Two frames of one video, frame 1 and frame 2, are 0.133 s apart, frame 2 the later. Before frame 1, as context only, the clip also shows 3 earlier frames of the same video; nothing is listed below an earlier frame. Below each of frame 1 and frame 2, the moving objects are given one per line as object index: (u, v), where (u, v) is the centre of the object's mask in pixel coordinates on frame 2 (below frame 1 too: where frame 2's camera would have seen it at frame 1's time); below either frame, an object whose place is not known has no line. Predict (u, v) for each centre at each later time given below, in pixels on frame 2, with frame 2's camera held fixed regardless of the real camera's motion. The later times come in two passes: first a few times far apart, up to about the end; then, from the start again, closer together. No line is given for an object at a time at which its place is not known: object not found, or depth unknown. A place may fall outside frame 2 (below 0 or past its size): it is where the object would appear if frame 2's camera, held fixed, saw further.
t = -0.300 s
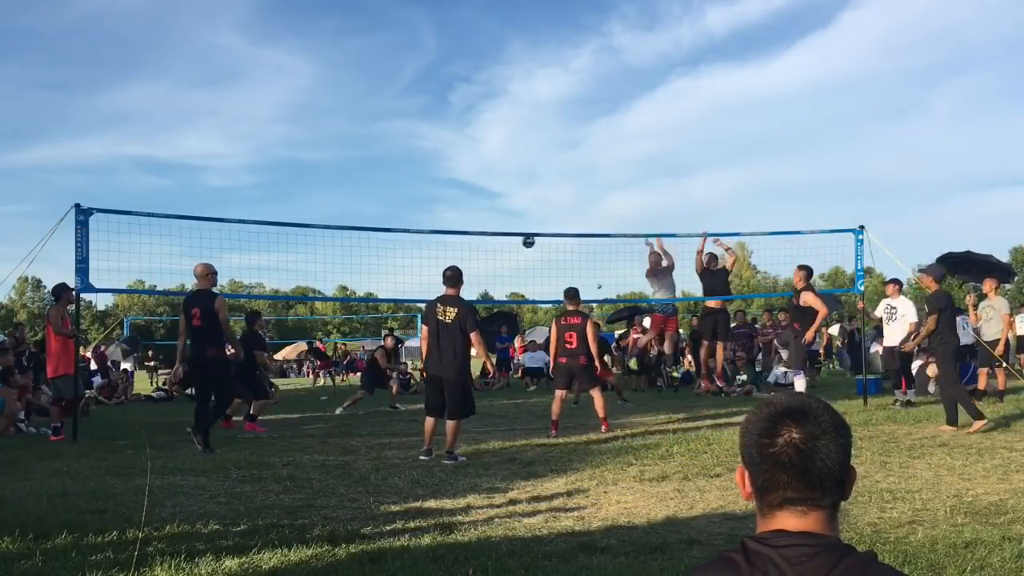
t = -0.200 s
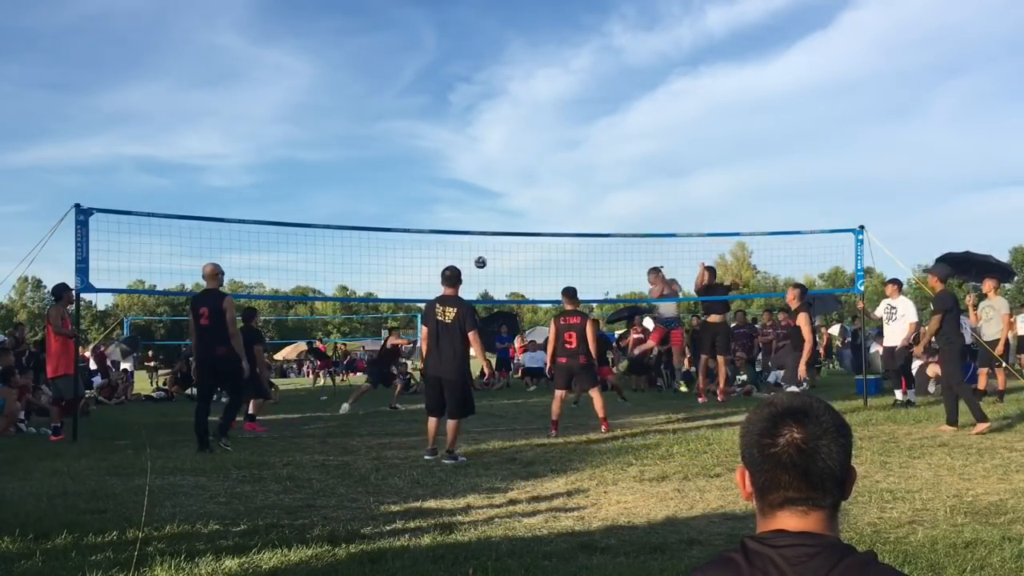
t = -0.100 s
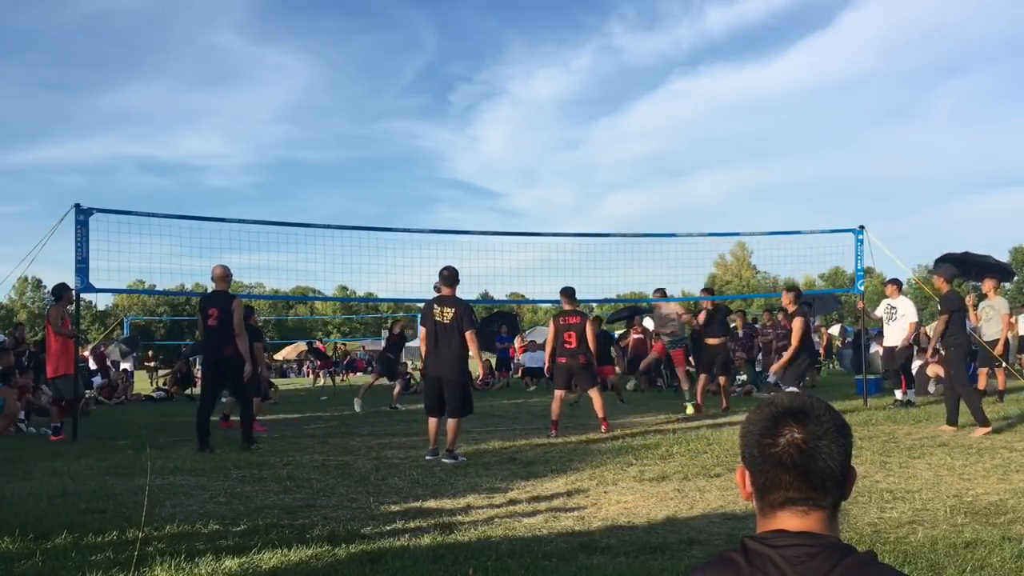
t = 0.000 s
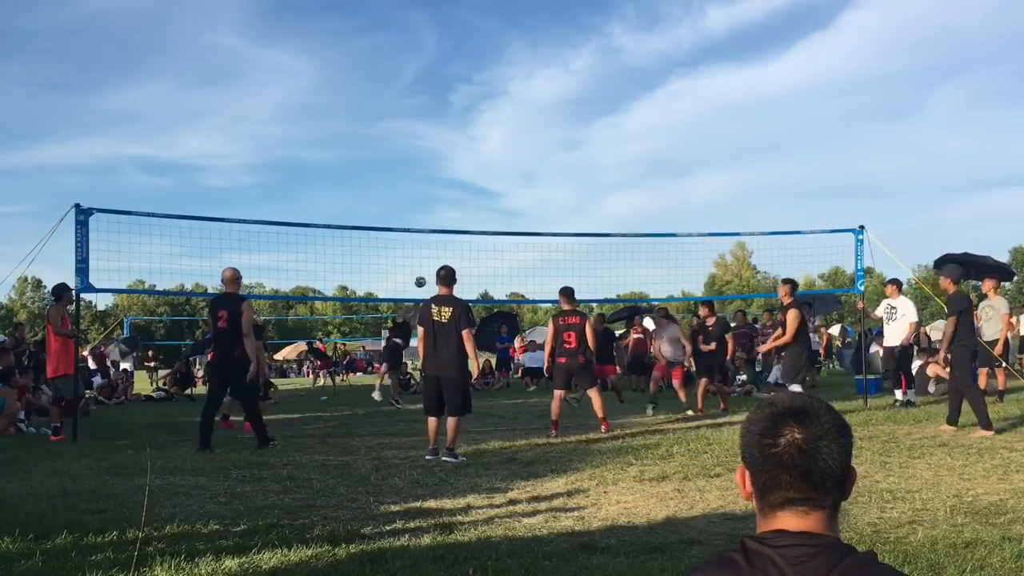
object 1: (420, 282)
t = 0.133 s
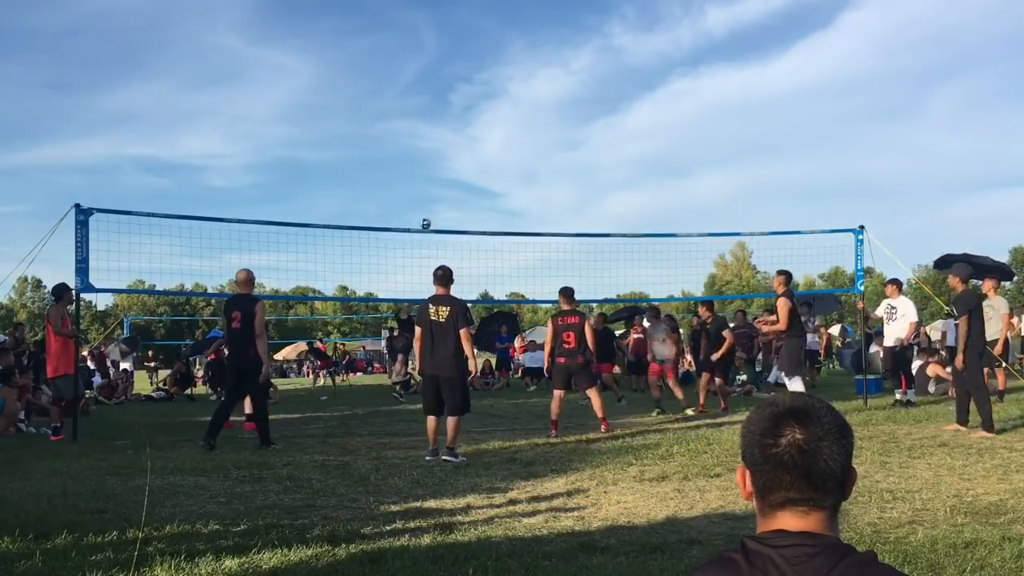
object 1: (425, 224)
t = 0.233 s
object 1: (428, 188)
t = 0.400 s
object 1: (433, 140)
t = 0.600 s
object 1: (439, 103)
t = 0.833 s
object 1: (445, 87)
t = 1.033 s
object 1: (451, 96)
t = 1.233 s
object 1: (458, 123)
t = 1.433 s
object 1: (464, 169)
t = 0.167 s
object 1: (426, 211)
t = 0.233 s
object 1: (428, 188)
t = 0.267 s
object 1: (429, 177)
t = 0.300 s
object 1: (430, 166)
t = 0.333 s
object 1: (431, 157)
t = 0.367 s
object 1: (433, 148)
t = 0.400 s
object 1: (433, 140)
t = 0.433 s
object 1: (435, 133)
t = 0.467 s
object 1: (435, 125)
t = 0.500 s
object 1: (436, 119)
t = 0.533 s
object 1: (437, 113)
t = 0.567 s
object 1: (438, 108)
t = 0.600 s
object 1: (439, 103)
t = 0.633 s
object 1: (440, 99)
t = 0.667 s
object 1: (441, 96)
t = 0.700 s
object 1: (442, 93)
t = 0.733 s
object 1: (443, 91)
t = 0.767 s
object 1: (444, 89)
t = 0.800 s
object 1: (445, 88)
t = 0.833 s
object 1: (445, 87)
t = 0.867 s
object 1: (446, 87)
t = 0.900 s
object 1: (447, 88)
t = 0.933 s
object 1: (448, 89)
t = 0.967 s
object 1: (449, 91)
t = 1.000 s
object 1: (450, 93)
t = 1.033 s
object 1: (451, 96)
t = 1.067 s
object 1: (452, 99)
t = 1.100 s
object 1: (453, 103)
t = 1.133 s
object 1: (454, 107)
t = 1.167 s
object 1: (455, 112)
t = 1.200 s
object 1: (457, 118)
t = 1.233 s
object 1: (458, 123)
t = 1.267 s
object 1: (459, 130)
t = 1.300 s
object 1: (459, 137)
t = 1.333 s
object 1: (460, 144)
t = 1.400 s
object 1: (463, 161)
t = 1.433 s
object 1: (464, 169)
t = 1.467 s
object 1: (465, 178)
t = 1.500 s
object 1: (466, 189)
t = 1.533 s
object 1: (467, 198)
